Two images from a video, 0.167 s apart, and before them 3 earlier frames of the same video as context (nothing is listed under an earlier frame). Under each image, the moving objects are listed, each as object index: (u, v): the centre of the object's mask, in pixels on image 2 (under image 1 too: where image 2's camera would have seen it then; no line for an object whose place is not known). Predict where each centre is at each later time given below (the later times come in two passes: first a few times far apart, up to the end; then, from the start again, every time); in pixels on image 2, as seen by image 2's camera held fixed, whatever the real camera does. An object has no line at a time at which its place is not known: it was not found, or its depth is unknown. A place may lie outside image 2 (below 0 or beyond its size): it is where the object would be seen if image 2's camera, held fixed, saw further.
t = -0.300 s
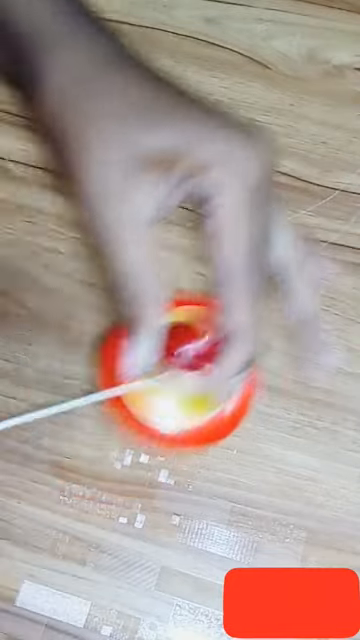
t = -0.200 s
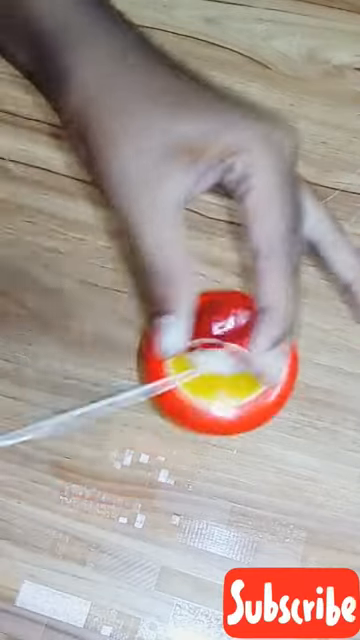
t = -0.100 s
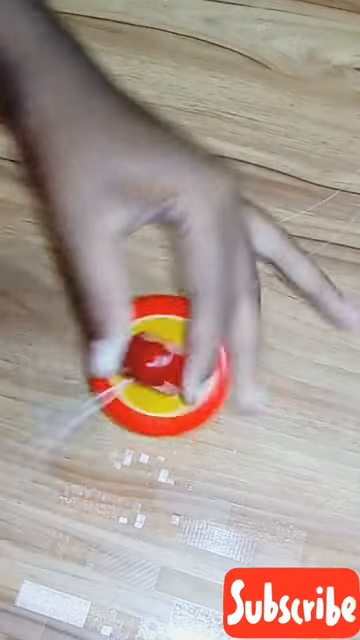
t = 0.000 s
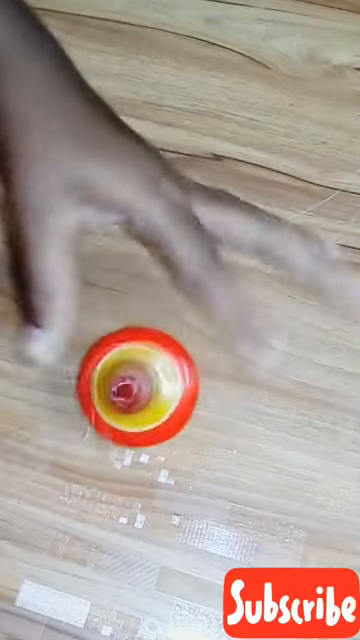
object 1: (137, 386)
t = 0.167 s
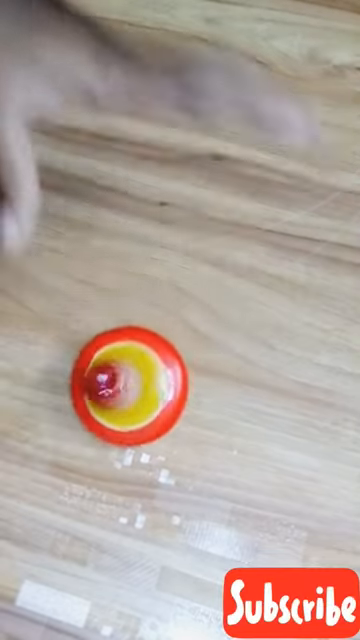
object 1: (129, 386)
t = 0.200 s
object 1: (129, 378)
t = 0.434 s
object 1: (159, 356)
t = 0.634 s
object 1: (207, 345)
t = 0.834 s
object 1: (247, 347)
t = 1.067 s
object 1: (226, 353)
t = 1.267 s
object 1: (207, 344)
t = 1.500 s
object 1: (198, 324)
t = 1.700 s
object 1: (207, 307)
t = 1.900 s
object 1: (225, 299)
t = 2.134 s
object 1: (245, 304)
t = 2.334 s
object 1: (250, 314)
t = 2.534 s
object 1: (244, 320)
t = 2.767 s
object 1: (232, 320)
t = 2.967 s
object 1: (224, 313)
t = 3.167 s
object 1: (227, 305)
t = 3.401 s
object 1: (239, 302)
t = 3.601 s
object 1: (245, 305)
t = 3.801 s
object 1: (243, 308)
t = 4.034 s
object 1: (238, 307)
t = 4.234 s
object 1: (236, 306)
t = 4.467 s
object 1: (242, 303)
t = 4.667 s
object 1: (245, 304)
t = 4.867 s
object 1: (245, 304)
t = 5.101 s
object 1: (242, 306)
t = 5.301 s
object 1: (241, 306)
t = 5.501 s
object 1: (243, 304)
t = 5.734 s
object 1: (246, 300)
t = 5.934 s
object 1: (243, 303)
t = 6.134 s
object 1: (242, 299)
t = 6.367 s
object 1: (244, 291)
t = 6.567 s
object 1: (245, 299)
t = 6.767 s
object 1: (241, 298)
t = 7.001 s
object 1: (247, 293)
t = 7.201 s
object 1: (241, 298)
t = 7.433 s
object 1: (249, 289)
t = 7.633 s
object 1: (239, 298)
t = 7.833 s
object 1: (255, 279)
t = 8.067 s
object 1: (241, 299)
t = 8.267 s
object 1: (238, 274)
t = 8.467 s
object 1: (255, 284)
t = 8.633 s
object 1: (248, 291)
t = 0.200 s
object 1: (129, 378)
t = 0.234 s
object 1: (133, 374)
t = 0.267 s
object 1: (134, 369)
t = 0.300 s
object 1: (135, 364)
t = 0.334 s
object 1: (140, 360)
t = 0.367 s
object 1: (148, 359)
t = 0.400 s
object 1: (154, 357)
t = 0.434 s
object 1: (159, 356)
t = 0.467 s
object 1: (165, 353)
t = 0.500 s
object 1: (172, 351)
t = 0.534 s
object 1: (180, 350)
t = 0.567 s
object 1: (188, 348)
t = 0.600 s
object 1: (197, 346)
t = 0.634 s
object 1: (207, 345)
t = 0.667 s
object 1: (217, 345)
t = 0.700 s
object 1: (226, 345)
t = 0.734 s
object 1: (234, 345)
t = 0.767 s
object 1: (240, 345)
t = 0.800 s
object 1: (244, 345)
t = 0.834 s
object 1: (247, 347)
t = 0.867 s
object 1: (247, 349)
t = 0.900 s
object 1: (245, 351)
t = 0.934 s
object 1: (242, 352)
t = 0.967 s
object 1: (238, 353)
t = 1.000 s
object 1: (234, 354)
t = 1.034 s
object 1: (230, 354)
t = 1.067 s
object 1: (226, 353)
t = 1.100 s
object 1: (223, 353)
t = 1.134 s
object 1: (219, 352)
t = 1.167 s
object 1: (216, 350)
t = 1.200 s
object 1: (212, 348)
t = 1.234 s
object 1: (209, 346)
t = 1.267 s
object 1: (207, 344)
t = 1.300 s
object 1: (204, 341)
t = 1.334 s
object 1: (202, 339)
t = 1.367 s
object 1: (200, 336)
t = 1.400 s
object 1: (199, 333)
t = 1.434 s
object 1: (198, 329)
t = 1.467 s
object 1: (198, 327)
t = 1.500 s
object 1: (198, 324)
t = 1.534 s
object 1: (199, 320)
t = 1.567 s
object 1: (200, 317)
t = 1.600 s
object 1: (201, 314)
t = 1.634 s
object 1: (203, 311)
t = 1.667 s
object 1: (205, 309)
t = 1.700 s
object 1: (207, 307)
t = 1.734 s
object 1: (210, 305)
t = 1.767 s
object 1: (213, 303)
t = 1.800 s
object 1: (216, 301)
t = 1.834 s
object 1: (218, 300)
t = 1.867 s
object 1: (221, 300)
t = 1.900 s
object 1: (225, 299)
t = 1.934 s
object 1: (228, 299)
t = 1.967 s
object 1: (232, 299)
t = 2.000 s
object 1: (235, 299)
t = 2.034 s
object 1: (237, 300)
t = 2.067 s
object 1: (240, 301)
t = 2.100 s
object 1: (242, 303)
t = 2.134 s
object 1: (245, 304)
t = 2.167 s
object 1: (247, 306)
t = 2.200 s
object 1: (248, 308)
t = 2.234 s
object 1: (249, 309)
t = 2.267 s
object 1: (250, 311)
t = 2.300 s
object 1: (250, 313)
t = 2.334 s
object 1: (250, 314)
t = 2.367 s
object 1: (250, 315)
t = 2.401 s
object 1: (249, 316)
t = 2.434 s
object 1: (248, 318)
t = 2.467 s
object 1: (246, 319)
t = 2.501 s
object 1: (245, 320)
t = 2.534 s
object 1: (244, 320)
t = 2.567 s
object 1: (242, 321)
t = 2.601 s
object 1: (241, 322)
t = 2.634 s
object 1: (239, 321)
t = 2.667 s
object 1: (237, 322)
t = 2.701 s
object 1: (235, 322)
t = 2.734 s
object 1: (233, 321)
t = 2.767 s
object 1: (232, 320)
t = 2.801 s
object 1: (230, 320)
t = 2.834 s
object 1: (228, 319)
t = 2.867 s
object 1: (227, 317)
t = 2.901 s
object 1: (226, 316)
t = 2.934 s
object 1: (225, 315)
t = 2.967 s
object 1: (224, 313)
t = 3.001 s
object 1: (223, 312)
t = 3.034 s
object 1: (224, 310)
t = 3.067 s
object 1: (224, 309)
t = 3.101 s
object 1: (225, 307)
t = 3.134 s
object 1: (226, 306)
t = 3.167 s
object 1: (227, 305)
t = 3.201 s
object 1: (228, 304)
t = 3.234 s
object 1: (230, 303)
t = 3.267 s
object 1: (232, 302)
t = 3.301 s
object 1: (234, 302)
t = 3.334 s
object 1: (235, 302)
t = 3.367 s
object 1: (237, 301)
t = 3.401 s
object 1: (239, 302)
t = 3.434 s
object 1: (241, 302)
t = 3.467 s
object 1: (242, 303)
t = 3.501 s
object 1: (243, 304)
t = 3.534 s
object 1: (244, 304)
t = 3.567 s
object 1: (244, 305)
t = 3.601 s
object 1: (245, 305)
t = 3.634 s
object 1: (245, 306)
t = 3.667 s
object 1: (245, 307)
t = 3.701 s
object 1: (245, 307)
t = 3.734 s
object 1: (244, 308)
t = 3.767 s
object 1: (244, 308)
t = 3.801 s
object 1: (243, 308)
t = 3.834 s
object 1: (243, 308)
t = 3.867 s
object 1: (242, 307)
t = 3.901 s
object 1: (241, 309)
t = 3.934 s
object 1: (240, 308)
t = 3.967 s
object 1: (239, 308)
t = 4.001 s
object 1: (239, 308)
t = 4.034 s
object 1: (238, 307)
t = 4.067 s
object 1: (237, 307)
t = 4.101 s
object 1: (237, 307)
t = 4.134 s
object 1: (236, 307)
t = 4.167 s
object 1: (236, 306)
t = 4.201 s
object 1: (235, 307)
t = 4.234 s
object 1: (236, 306)
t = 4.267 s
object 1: (236, 305)
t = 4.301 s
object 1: (237, 305)
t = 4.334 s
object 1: (237, 304)
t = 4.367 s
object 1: (238, 304)
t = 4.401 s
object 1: (240, 303)
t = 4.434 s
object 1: (240, 303)
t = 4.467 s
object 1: (242, 303)
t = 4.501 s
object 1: (242, 304)
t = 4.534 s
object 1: (244, 304)
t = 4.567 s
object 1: (244, 304)
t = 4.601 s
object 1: (245, 304)
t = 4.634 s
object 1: (245, 305)
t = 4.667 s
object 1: (245, 304)
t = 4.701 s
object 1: (245, 305)
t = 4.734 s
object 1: (245, 304)
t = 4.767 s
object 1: (245, 304)
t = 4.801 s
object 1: (245, 303)
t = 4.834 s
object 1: (245, 303)
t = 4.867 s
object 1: (245, 304)
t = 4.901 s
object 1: (244, 304)
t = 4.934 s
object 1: (244, 304)
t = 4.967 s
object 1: (243, 305)
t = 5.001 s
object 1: (243, 305)
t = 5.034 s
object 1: (242, 305)
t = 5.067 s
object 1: (243, 305)
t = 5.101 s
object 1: (242, 306)
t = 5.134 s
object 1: (241, 307)
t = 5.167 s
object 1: (240, 307)
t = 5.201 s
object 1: (240, 307)
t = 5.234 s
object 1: (240, 306)
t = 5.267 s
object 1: (241, 306)
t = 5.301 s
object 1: (241, 306)
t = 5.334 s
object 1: (241, 306)
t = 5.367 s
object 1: (242, 305)
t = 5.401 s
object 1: (242, 305)
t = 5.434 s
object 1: (242, 305)
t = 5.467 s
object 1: (243, 304)
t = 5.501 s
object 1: (243, 304)
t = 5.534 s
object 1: (243, 302)
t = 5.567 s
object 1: (243, 302)
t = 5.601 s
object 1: (243, 300)
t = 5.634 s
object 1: (244, 300)
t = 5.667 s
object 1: (244, 298)
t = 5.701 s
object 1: (246, 299)
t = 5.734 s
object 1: (246, 300)
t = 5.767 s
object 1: (246, 301)
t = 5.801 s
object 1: (245, 302)
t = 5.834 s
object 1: (245, 302)
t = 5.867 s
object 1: (244, 303)
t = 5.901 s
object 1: (244, 302)
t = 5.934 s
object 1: (243, 303)
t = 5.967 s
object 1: (243, 302)
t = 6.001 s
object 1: (243, 301)
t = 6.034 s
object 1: (242, 300)
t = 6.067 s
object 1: (242, 300)
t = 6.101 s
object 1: (242, 299)
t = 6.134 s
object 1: (242, 299)
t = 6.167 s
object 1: (242, 299)
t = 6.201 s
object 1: (242, 298)
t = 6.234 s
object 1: (241, 298)
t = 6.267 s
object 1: (241, 295)
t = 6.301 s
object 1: (242, 294)
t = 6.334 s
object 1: (242, 293)
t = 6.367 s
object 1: (244, 291)
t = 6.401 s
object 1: (245, 293)
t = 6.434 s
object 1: (246, 292)
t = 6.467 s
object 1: (246, 294)
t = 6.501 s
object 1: (246, 295)
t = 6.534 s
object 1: (246, 296)
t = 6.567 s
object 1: (245, 299)
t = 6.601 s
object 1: (245, 299)
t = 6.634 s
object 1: (244, 301)
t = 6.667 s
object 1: (243, 300)
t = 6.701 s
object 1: (242, 301)
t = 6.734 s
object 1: (242, 300)
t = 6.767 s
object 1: (241, 298)
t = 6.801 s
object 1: (241, 297)
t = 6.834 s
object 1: (241, 293)
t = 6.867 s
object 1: (242, 292)
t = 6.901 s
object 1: (243, 292)
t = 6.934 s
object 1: (245, 290)
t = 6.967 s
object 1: (246, 293)
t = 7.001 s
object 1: (247, 293)
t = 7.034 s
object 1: (248, 296)
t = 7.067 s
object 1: (246, 299)
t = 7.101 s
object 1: (245, 299)
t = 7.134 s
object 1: (243, 299)
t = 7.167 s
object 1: (242, 298)
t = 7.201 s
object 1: (241, 298)
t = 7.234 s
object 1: (240, 296)
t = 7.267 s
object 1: (240, 292)
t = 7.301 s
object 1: (241, 290)
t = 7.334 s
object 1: (242, 287)
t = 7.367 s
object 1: (245, 286)
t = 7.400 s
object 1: (247, 288)
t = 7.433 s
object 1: (249, 289)
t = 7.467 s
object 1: (249, 293)
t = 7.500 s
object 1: (247, 297)
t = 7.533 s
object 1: (246, 299)
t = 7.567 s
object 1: (244, 300)
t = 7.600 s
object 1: (241, 299)
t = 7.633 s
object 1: (239, 298)
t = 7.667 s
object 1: (236, 294)
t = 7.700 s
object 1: (234, 286)
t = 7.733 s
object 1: (237, 280)
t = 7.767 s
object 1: (242, 276)
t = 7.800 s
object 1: (250, 274)
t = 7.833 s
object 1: (255, 279)
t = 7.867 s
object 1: (258, 284)
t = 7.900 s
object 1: (259, 290)
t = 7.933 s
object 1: (253, 296)
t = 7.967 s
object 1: (249, 299)
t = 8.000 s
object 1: (247, 300)
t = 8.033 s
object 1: (244, 301)
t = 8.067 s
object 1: (241, 299)
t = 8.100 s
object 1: (239, 299)
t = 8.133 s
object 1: (235, 295)
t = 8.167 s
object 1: (233, 289)
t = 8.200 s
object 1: (233, 284)
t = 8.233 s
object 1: (234, 279)
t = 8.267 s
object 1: (238, 274)
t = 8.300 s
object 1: (243, 274)
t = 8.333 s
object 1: (247, 274)
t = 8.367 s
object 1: (251, 275)
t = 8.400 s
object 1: (253, 278)
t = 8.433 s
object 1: (254, 282)
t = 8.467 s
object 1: (255, 284)
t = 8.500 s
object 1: (254, 287)
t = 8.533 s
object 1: (251, 288)
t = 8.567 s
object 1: (249, 291)
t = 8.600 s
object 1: (249, 292)
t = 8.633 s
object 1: (248, 291)
